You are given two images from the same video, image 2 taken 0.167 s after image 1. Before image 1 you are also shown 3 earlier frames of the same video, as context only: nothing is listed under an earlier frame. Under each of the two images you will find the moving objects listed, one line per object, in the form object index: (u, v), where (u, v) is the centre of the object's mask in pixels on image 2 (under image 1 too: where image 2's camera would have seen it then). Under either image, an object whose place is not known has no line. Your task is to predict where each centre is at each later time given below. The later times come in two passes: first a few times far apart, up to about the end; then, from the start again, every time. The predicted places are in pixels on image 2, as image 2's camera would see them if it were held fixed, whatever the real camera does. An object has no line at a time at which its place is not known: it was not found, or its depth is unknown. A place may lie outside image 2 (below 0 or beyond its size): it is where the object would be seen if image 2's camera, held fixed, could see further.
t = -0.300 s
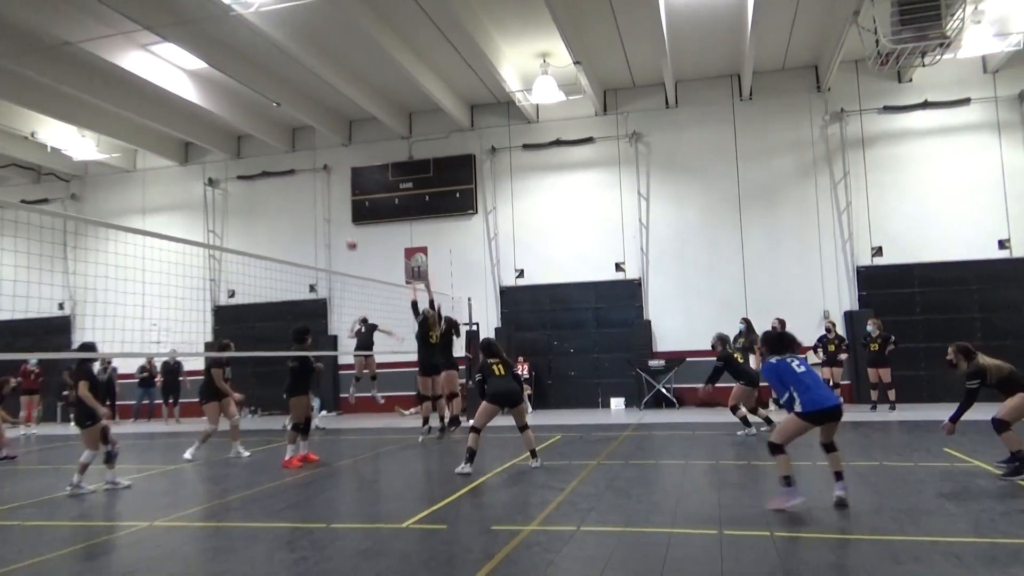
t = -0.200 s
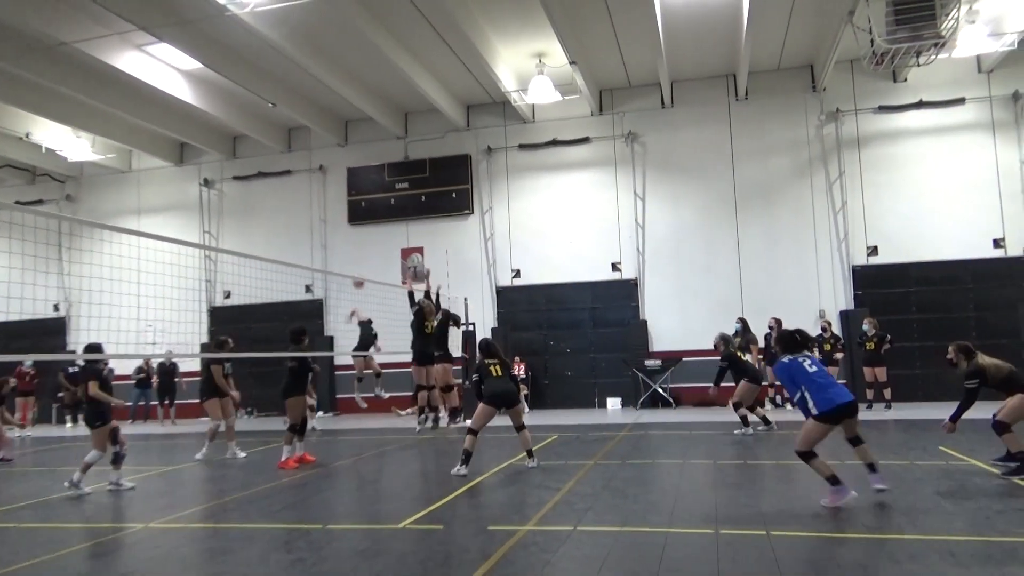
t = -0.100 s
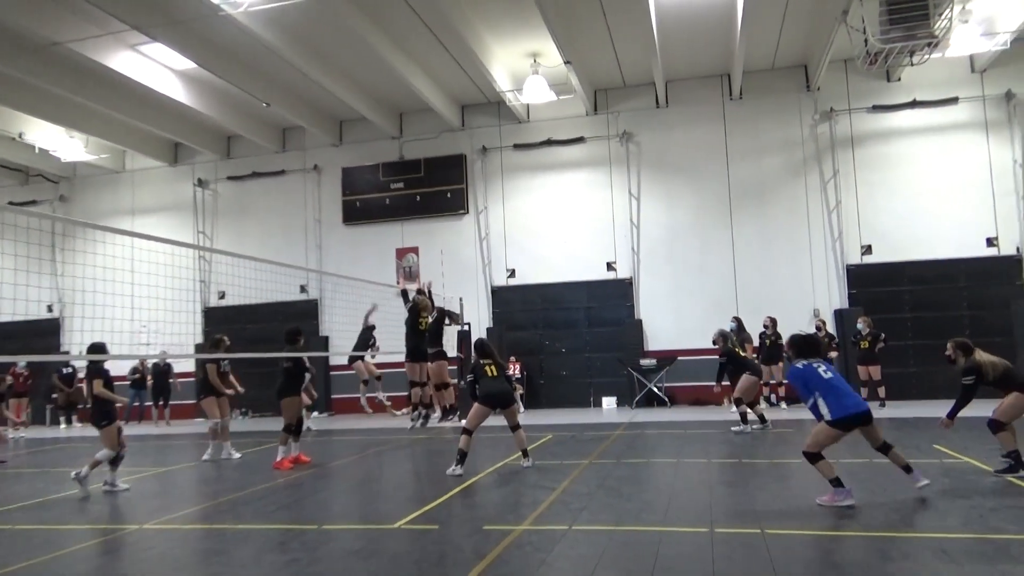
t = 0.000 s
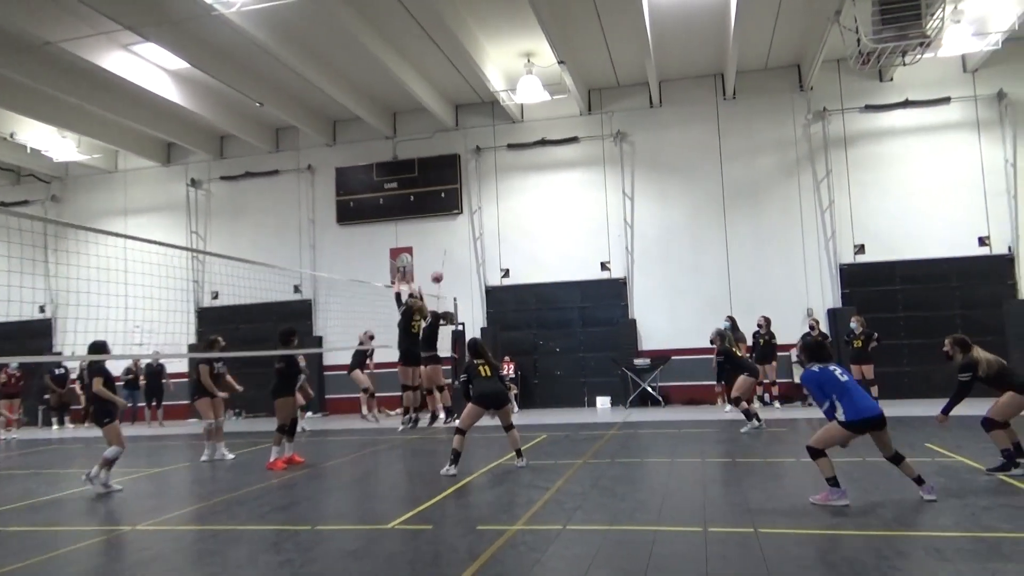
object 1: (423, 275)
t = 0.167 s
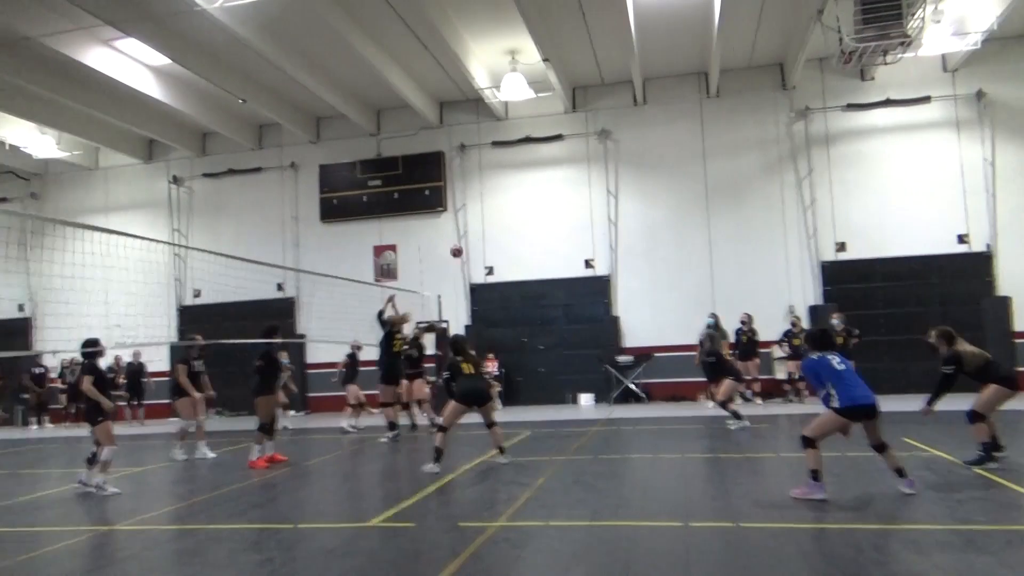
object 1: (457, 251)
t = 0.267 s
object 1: (478, 246)
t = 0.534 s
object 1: (544, 263)
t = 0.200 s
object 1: (463, 249)
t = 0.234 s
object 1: (470, 247)
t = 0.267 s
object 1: (478, 246)
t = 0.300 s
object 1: (485, 245)
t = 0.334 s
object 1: (493, 245)
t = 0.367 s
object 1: (501, 246)
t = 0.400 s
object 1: (509, 248)
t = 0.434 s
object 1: (518, 251)
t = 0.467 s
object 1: (527, 254)
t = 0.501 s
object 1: (535, 258)
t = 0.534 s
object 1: (544, 263)
